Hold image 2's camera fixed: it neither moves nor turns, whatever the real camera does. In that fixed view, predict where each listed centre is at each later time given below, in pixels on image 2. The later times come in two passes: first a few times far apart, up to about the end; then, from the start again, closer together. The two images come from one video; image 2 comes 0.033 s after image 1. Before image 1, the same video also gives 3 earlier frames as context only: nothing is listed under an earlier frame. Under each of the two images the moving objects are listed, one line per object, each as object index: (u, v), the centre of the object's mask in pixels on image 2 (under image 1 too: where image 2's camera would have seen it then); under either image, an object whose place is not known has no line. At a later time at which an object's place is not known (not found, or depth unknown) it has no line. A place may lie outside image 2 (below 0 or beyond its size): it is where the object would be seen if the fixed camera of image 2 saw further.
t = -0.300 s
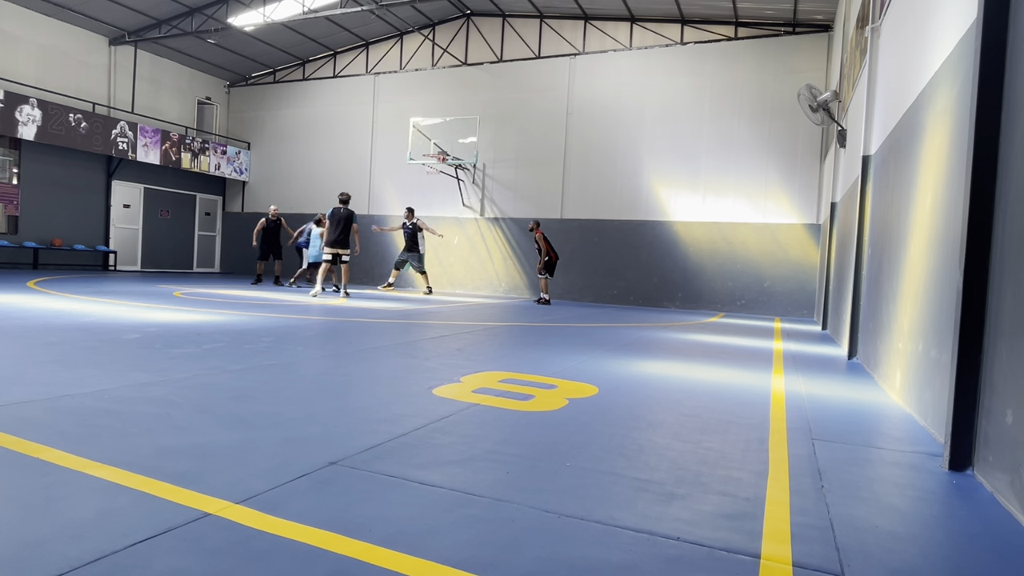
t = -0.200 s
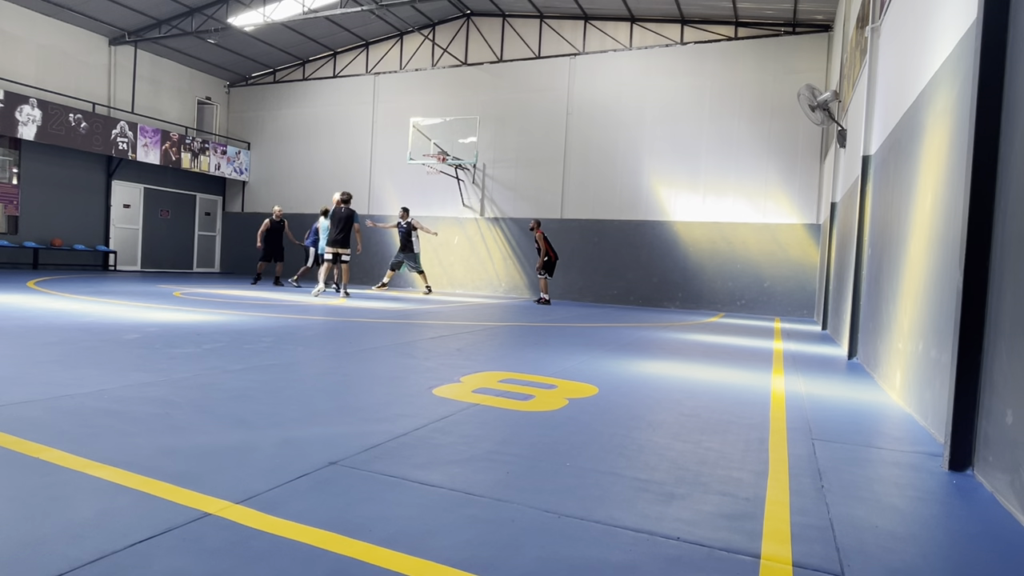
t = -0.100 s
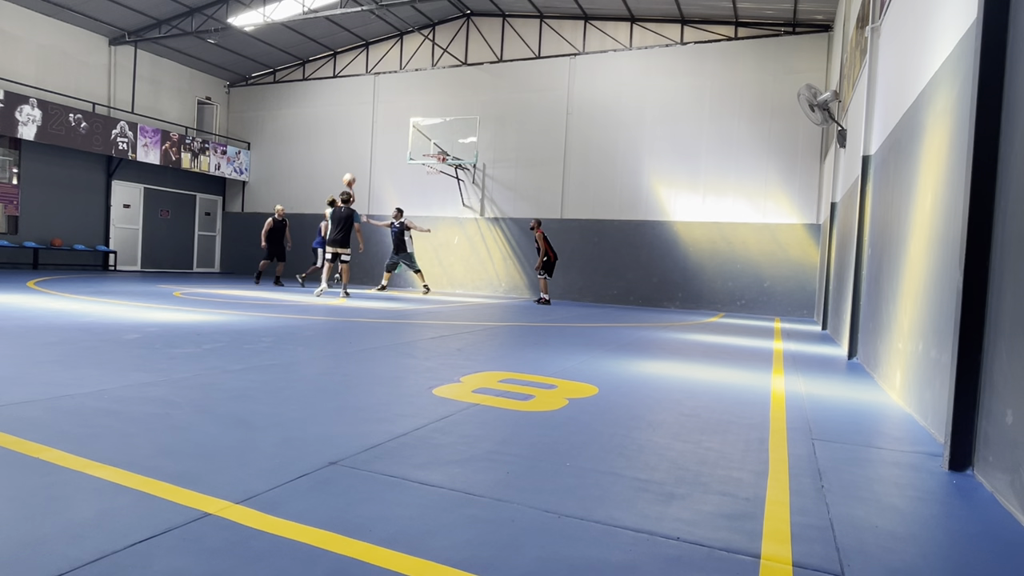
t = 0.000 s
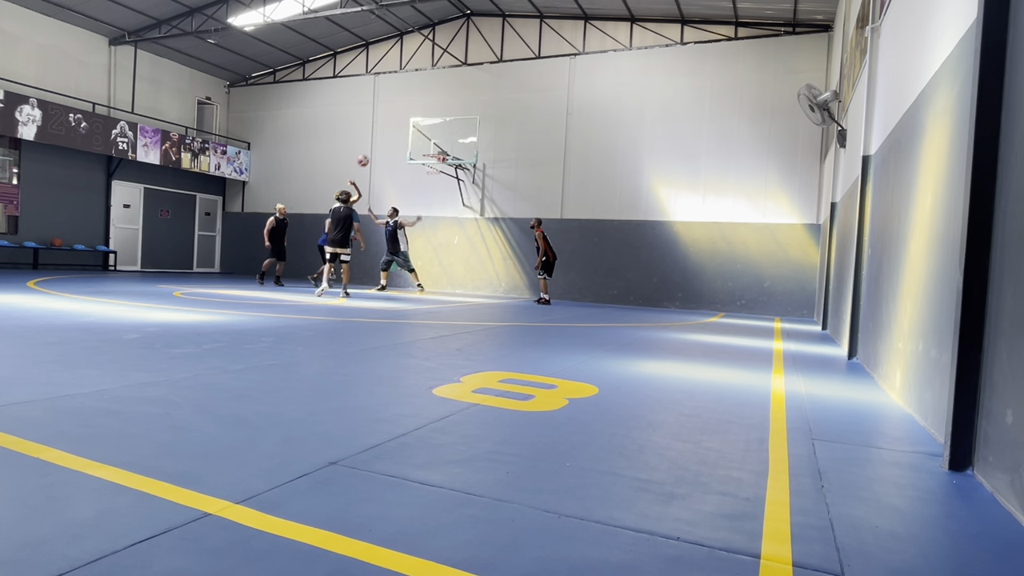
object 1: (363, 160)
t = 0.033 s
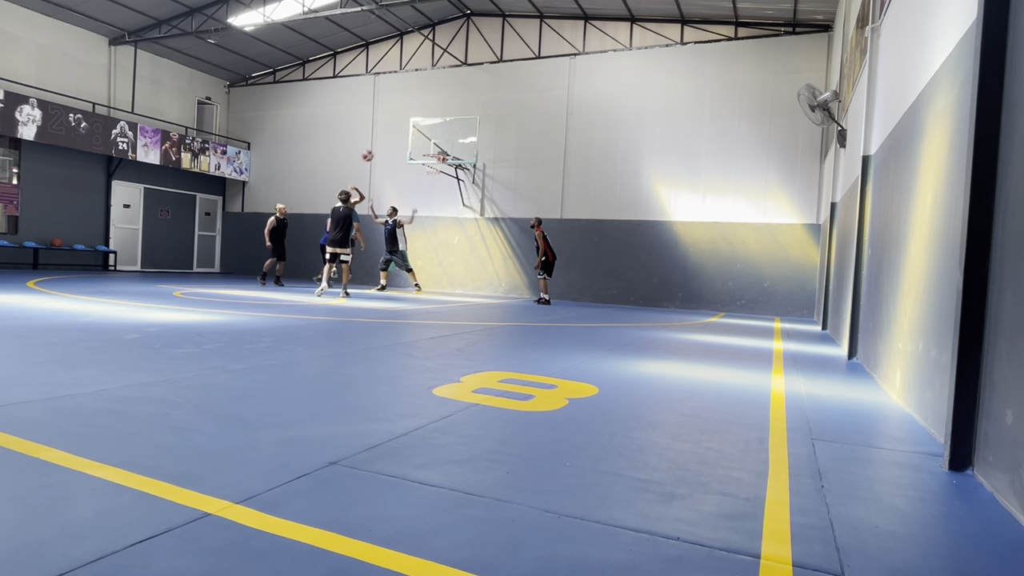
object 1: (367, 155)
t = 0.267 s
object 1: (396, 135)
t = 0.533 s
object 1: (425, 144)
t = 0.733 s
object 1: (433, 167)
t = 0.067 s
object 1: (372, 151)
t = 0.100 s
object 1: (376, 147)
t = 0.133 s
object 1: (380, 143)
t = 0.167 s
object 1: (384, 141)
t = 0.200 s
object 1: (388, 138)
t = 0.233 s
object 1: (392, 137)
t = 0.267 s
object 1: (396, 135)
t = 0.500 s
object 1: (422, 141)
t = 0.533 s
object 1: (425, 144)
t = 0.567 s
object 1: (429, 147)
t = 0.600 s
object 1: (432, 150)
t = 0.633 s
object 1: (438, 157)
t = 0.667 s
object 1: (438, 159)
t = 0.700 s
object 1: (437, 160)
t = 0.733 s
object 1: (433, 167)
